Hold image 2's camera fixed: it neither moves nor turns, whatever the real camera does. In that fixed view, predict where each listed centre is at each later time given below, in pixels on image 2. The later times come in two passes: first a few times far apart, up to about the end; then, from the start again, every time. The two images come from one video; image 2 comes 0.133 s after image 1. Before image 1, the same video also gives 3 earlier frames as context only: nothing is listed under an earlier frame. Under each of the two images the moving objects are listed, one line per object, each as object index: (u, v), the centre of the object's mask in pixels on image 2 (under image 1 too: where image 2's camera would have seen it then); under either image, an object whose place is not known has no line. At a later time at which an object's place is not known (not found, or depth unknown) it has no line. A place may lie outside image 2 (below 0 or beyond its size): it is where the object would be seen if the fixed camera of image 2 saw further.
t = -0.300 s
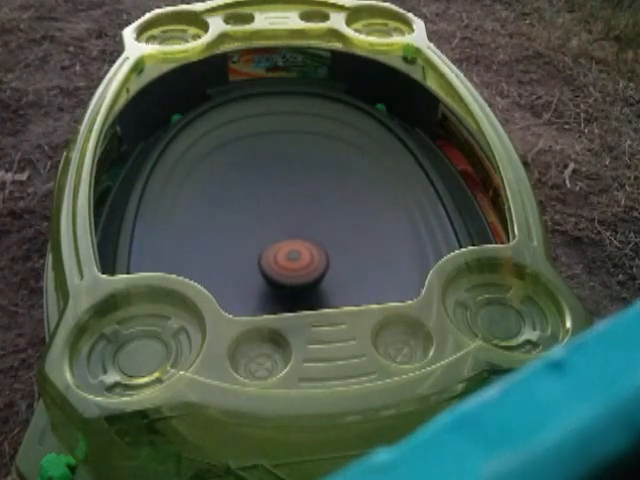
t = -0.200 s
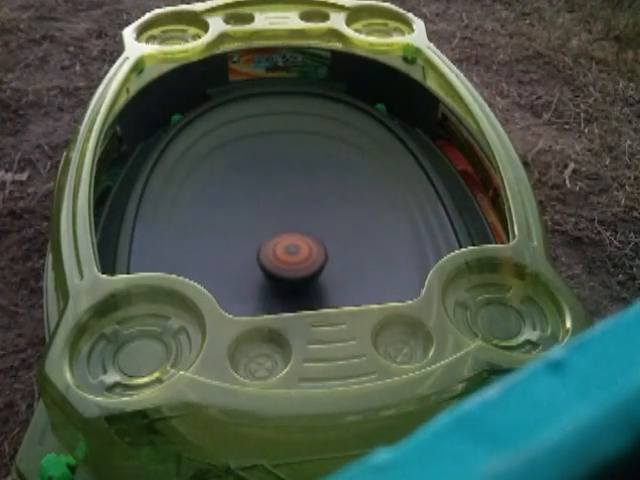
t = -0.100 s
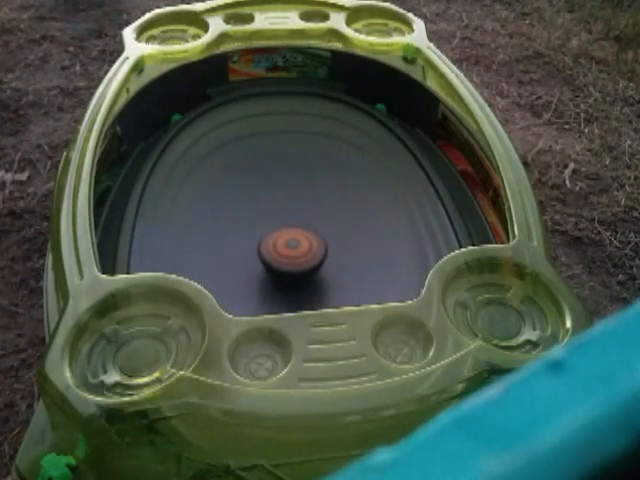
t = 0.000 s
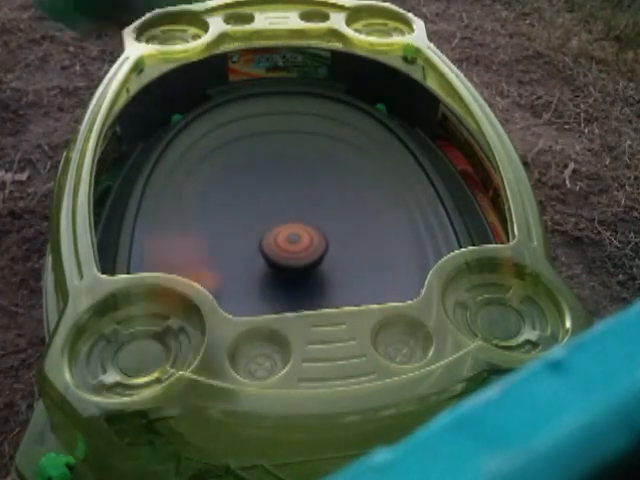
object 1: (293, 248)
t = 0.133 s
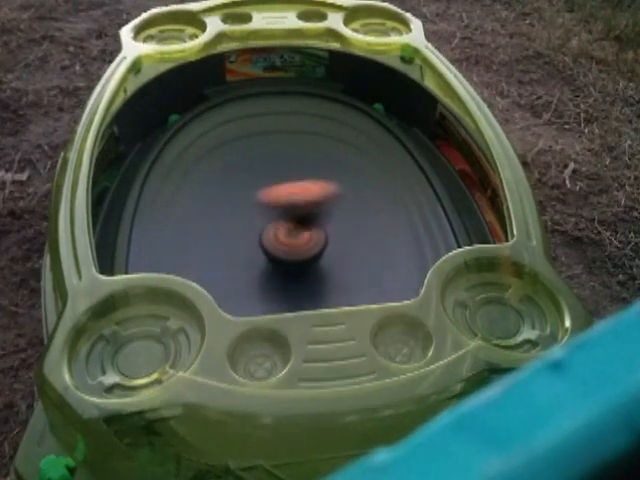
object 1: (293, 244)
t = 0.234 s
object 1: (294, 238)
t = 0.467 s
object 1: (308, 236)
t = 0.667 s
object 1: (315, 242)
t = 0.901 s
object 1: (299, 266)
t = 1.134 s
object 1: (283, 276)
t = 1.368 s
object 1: (270, 278)
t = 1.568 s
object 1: (264, 272)
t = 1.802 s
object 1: (276, 265)
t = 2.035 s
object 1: (286, 266)
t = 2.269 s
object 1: (296, 268)
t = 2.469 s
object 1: (305, 272)
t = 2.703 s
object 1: (304, 285)
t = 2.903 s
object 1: (291, 282)
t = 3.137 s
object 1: (292, 267)
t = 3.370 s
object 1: (293, 256)
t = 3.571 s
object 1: (347, 246)
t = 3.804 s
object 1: (338, 288)
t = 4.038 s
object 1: (303, 253)
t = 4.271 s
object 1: (316, 236)
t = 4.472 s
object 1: (313, 237)
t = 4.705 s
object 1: (313, 237)
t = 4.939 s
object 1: (313, 232)
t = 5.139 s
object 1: (284, 215)
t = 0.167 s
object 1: (293, 242)
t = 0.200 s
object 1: (293, 241)
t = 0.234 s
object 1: (294, 238)
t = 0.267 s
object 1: (297, 236)
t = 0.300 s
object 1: (299, 238)
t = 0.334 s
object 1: (301, 238)
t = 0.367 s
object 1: (303, 238)
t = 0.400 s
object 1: (304, 238)
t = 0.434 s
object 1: (306, 237)
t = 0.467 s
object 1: (308, 236)
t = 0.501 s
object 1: (310, 236)
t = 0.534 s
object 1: (314, 234)
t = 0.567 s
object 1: (317, 235)
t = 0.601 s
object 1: (318, 237)
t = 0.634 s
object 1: (317, 240)
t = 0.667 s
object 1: (315, 242)
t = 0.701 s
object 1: (313, 245)
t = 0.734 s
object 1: (311, 248)
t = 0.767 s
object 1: (308, 251)
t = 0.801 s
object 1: (306, 253)
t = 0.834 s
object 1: (305, 256)
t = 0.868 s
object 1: (303, 263)
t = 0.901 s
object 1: (299, 266)
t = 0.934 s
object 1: (296, 270)
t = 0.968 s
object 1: (294, 271)
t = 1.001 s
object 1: (291, 273)
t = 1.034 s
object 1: (289, 274)
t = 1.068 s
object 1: (287, 275)
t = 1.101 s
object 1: (284, 276)
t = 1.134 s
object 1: (283, 276)
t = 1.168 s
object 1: (281, 277)
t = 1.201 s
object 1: (278, 277)
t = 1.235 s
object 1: (276, 278)
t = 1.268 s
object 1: (275, 278)
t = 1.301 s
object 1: (274, 278)
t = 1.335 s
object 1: (272, 278)
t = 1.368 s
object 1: (270, 278)
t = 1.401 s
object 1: (268, 276)
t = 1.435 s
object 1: (267, 275)
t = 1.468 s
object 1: (265, 275)
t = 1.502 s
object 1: (264, 274)
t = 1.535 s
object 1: (264, 273)
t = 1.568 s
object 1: (264, 272)
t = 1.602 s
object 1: (265, 270)
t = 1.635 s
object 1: (267, 269)
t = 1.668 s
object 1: (269, 268)
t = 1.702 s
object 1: (270, 268)
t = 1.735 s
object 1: (272, 266)
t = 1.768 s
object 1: (274, 266)
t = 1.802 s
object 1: (276, 265)
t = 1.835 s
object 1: (277, 265)
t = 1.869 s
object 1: (279, 265)
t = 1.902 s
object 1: (281, 265)
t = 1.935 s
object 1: (283, 265)
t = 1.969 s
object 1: (284, 266)
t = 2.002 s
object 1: (285, 266)
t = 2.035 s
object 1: (286, 266)
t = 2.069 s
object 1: (288, 266)
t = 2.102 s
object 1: (289, 267)
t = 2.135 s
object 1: (291, 267)
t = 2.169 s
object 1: (292, 267)
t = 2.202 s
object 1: (293, 268)
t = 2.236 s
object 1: (294, 267)
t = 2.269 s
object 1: (296, 268)
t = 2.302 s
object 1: (297, 267)
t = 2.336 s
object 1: (299, 268)
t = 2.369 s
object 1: (300, 268)
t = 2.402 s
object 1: (302, 269)
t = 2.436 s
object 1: (304, 270)
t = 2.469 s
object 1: (305, 272)
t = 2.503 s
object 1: (306, 275)
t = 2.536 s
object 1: (307, 277)
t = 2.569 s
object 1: (307, 278)
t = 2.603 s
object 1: (307, 281)
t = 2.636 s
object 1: (306, 283)
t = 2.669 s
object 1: (305, 284)
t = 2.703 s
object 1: (304, 285)
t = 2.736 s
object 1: (302, 285)
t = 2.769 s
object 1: (299, 286)
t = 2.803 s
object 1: (295, 286)
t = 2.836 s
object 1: (292, 285)
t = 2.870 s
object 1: (291, 284)
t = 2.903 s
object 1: (291, 282)
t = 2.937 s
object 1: (291, 280)
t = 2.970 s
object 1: (291, 279)
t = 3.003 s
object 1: (291, 274)
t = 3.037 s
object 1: (292, 272)
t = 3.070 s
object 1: (292, 271)
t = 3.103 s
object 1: (292, 269)
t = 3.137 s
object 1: (292, 267)
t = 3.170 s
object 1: (292, 266)
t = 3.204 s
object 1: (292, 264)
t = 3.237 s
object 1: (292, 262)
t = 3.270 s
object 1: (291, 260)
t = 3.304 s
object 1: (292, 259)
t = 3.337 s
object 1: (292, 257)
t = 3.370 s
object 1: (293, 256)
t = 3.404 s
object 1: (304, 251)
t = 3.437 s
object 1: (319, 246)
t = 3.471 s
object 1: (329, 243)
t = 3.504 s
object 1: (337, 243)
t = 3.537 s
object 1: (342, 242)
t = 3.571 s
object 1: (347, 246)
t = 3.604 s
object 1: (351, 252)
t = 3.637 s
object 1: (355, 261)
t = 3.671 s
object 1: (356, 270)
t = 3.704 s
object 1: (354, 278)
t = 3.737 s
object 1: (348, 283)
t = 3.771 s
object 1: (343, 286)
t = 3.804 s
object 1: (338, 288)
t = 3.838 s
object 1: (333, 287)
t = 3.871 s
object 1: (329, 286)
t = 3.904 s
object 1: (324, 283)
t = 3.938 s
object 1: (317, 276)
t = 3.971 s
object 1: (311, 267)
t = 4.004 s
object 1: (307, 260)
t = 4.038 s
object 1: (303, 253)
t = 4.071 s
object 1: (299, 246)
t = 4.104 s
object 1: (297, 241)
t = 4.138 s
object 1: (296, 237)
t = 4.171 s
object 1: (299, 235)
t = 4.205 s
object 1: (304, 235)
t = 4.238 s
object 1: (310, 235)
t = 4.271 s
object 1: (316, 236)
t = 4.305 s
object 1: (317, 237)
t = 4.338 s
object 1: (314, 238)
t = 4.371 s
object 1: (310, 236)
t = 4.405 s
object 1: (310, 235)
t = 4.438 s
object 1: (312, 236)
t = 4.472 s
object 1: (313, 237)
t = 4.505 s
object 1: (313, 237)
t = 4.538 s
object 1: (313, 236)
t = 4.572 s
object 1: (311, 236)
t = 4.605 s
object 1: (311, 237)
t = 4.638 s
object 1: (313, 237)
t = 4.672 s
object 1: (313, 237)
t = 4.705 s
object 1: (313, 237)
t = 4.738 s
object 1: (313, 237)
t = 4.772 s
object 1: (314, 237)
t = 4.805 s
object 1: (312, 236)
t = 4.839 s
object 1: (312, 235)
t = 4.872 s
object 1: (313, 235)
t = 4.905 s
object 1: (315, 235)
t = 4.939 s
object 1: (313, 232)
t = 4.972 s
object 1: (308, 226)
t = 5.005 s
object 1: (303, 220)
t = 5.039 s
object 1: (297, 219)
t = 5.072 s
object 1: (291, 215)
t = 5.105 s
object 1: (286, 215)
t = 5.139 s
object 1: (284, 215)
